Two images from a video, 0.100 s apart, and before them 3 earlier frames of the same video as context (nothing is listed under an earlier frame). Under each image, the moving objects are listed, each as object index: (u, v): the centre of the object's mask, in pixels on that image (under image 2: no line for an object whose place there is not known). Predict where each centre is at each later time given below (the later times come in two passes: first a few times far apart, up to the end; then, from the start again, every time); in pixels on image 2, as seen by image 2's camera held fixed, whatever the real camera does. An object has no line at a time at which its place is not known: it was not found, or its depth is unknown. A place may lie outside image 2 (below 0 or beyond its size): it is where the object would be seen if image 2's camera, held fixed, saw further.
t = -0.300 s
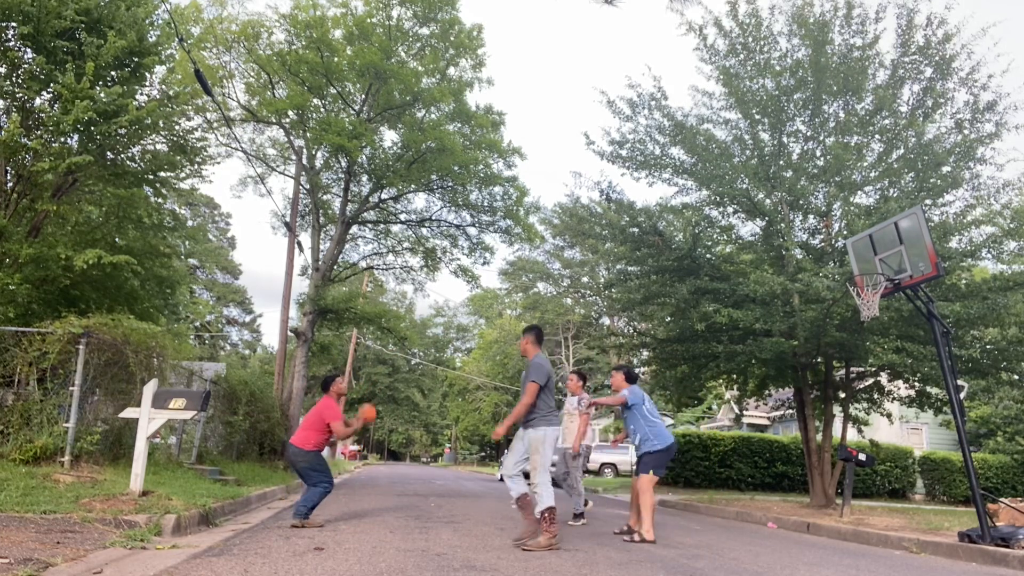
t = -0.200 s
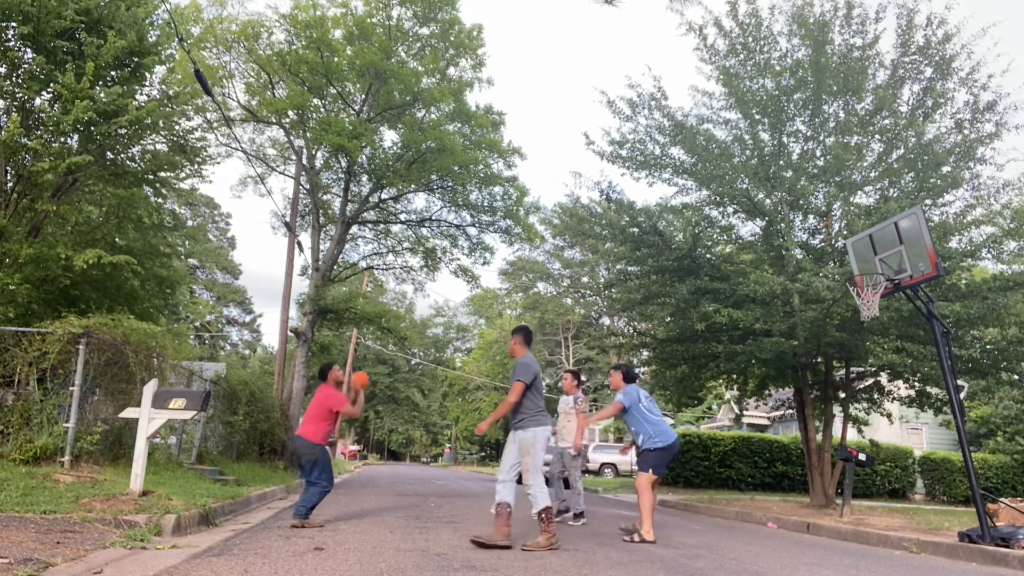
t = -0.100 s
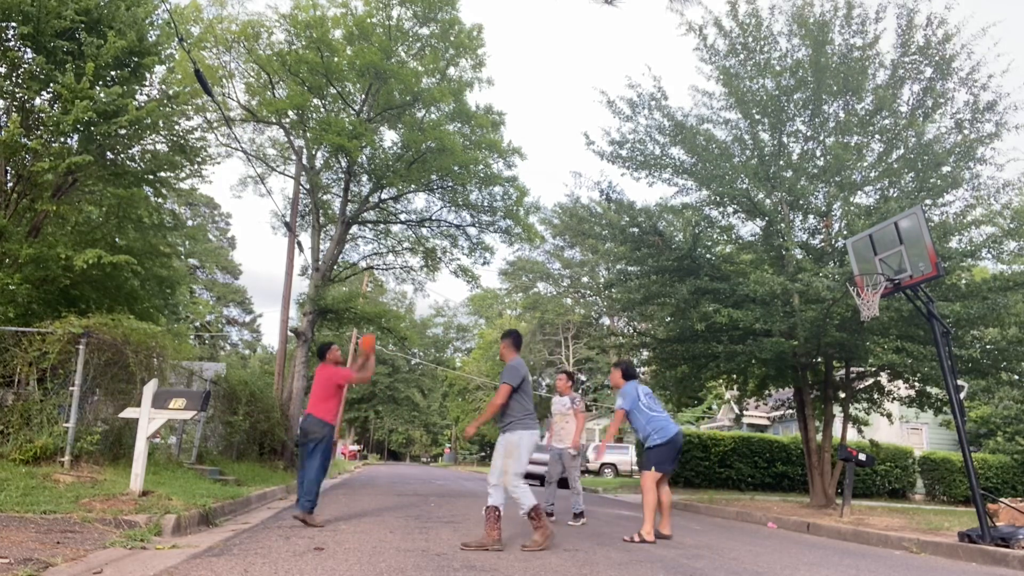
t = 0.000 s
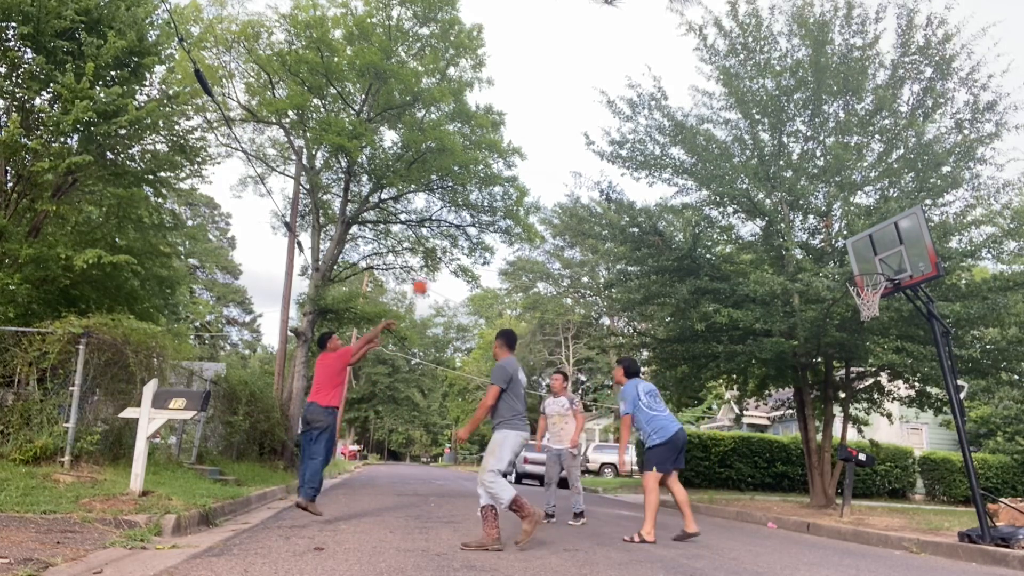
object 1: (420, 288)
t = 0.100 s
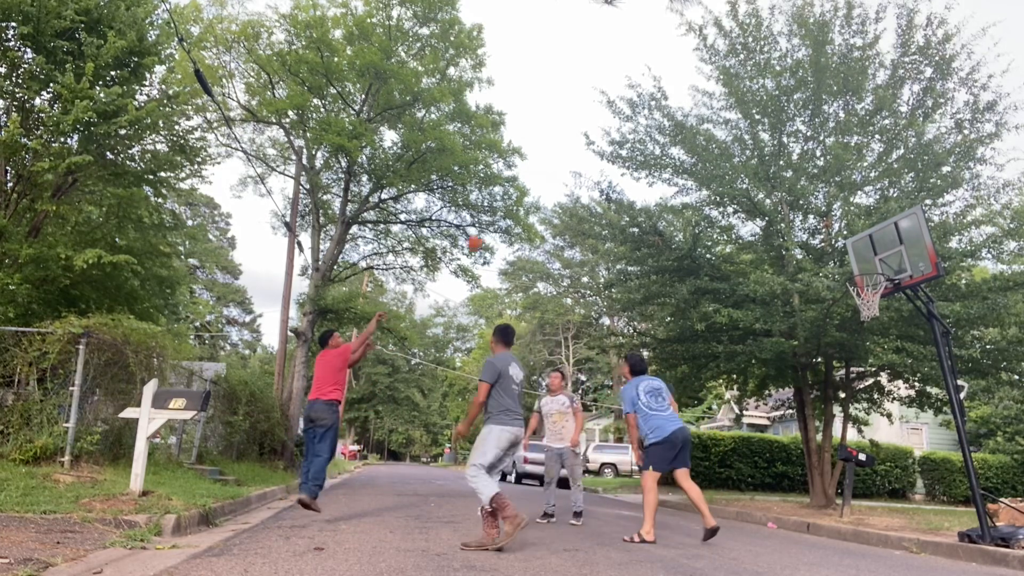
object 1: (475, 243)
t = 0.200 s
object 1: (525, 212)
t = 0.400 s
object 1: (615, 176)
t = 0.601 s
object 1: (696, 173)
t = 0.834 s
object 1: (785, 207)
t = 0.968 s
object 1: (836, 243)
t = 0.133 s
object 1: (493, 231)
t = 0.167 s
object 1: (509, 221)
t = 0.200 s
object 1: (525, 212)
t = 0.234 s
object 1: (540, 204)
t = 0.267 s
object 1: (556, 196)
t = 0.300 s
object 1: (571, 190)
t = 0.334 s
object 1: (586, 184)
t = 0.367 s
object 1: (601, 180)
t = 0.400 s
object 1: (615, 176)
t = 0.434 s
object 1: (629, 173)
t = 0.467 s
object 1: (642, 172)
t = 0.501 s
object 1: (656, 171)
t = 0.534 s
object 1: (670, 171)
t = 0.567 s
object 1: (683, 172)
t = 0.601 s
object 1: (696, 173)
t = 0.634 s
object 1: (710, 176)
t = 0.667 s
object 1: (722, 179)
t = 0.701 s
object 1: (735, 182)
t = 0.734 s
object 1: (748, 189)
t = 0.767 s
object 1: (760, 193)
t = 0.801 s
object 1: (773, 200)
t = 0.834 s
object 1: (785, 207)
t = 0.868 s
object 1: (798, 215)
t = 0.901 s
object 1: (810, 224)
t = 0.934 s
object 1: (824, 234)
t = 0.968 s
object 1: (836, 243)
